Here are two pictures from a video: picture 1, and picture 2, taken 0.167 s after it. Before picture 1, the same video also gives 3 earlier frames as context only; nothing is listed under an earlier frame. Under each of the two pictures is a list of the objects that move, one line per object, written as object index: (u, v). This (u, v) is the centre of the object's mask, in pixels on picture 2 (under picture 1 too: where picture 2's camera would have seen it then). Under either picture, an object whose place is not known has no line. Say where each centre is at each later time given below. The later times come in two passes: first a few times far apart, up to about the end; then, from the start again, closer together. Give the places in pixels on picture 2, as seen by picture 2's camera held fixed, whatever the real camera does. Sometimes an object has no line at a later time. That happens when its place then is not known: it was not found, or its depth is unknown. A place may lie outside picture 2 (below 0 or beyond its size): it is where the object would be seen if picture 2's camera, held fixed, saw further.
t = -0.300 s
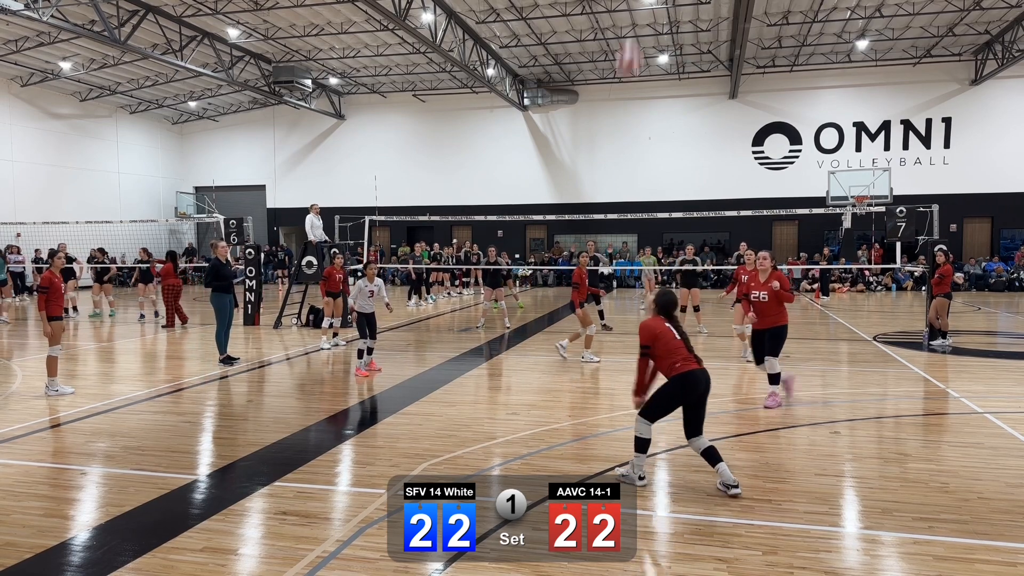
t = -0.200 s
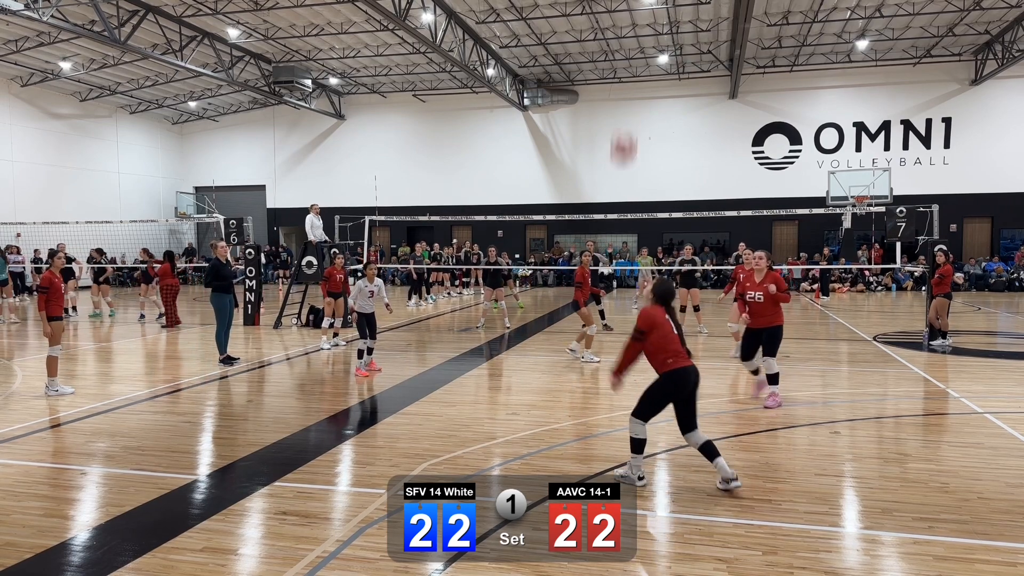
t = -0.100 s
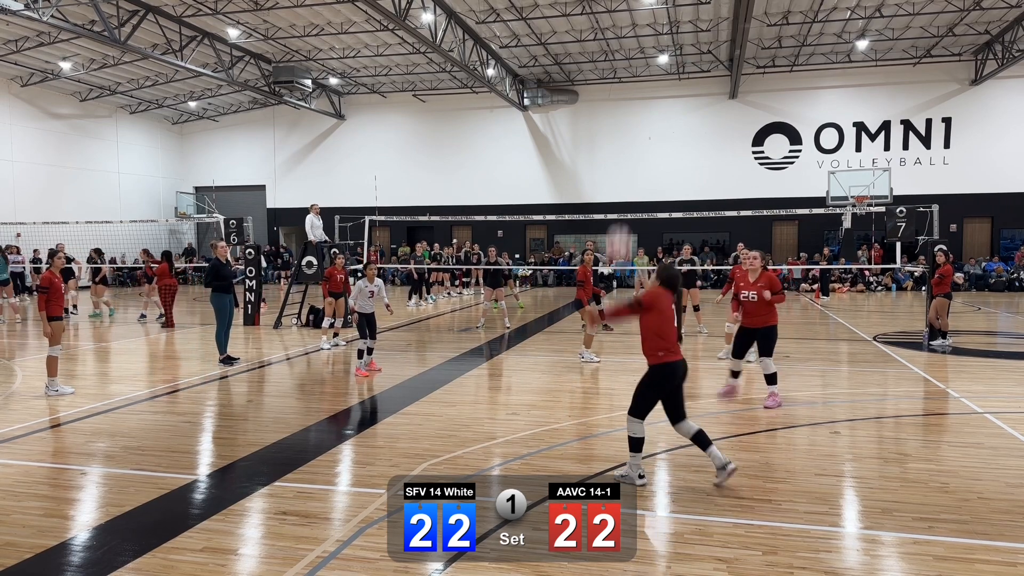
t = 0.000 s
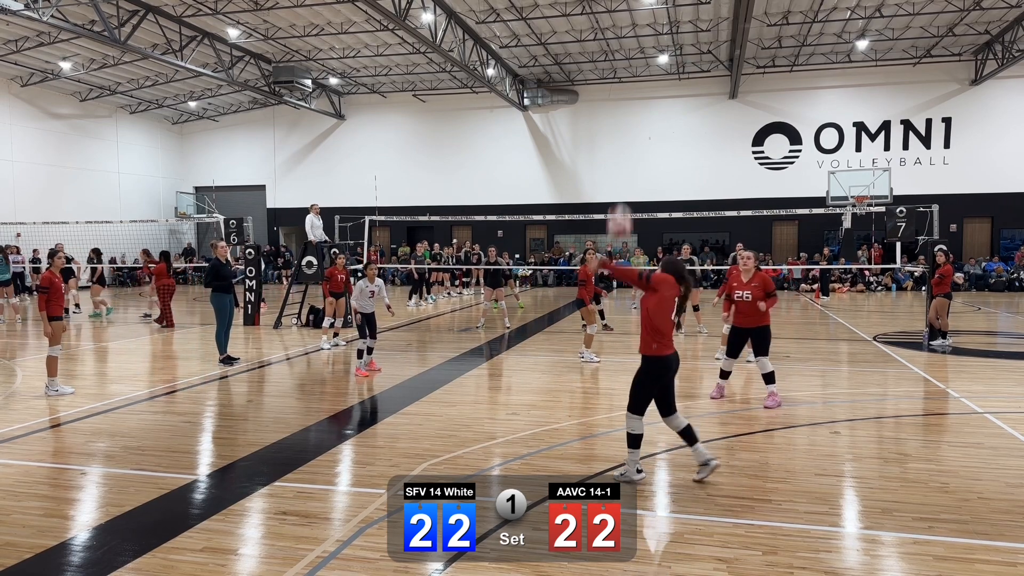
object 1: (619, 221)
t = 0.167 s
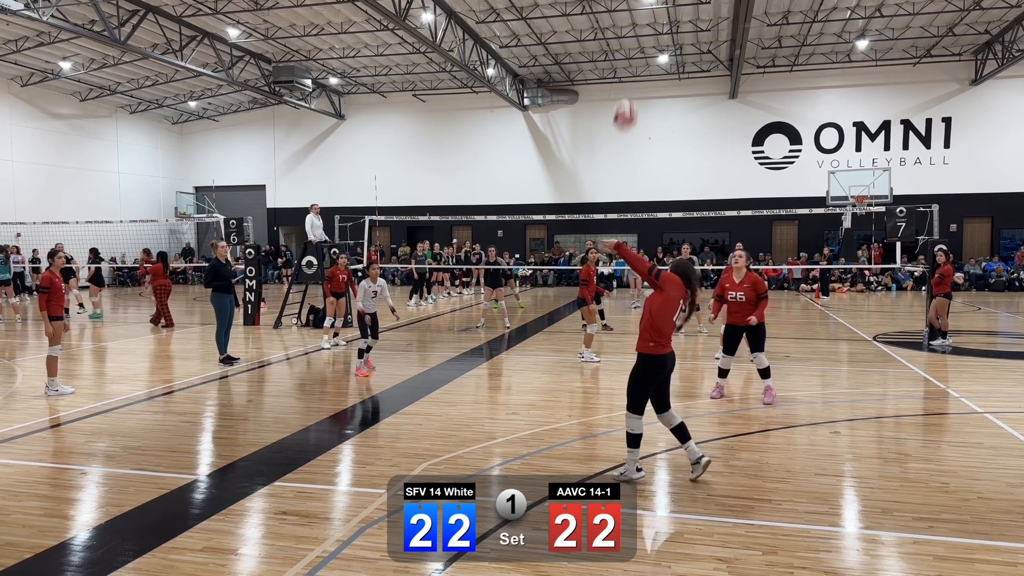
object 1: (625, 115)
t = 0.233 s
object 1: (626, 87)
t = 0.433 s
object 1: (629, 39)
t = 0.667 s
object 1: (630, 42)
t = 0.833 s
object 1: (630, 73)
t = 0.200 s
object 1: (625, 99)
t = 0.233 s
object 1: (626, 87)
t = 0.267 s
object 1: (627, 74)
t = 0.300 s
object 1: (628, 65)
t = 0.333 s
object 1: (628, 56)
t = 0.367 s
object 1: (629, 48)
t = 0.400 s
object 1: (629, 43)
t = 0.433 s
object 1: (629, 39)
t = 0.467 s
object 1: (629, 37)
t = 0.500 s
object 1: (629, 36)
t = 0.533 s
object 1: (629, 35)
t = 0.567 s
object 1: (630, 35)
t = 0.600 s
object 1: (630, 37)
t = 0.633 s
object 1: (630, 39)
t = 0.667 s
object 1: (630, 42)
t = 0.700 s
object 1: (630, 47)
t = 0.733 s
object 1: (630, 52)
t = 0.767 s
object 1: (630, 58)
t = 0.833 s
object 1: (630, 73)
